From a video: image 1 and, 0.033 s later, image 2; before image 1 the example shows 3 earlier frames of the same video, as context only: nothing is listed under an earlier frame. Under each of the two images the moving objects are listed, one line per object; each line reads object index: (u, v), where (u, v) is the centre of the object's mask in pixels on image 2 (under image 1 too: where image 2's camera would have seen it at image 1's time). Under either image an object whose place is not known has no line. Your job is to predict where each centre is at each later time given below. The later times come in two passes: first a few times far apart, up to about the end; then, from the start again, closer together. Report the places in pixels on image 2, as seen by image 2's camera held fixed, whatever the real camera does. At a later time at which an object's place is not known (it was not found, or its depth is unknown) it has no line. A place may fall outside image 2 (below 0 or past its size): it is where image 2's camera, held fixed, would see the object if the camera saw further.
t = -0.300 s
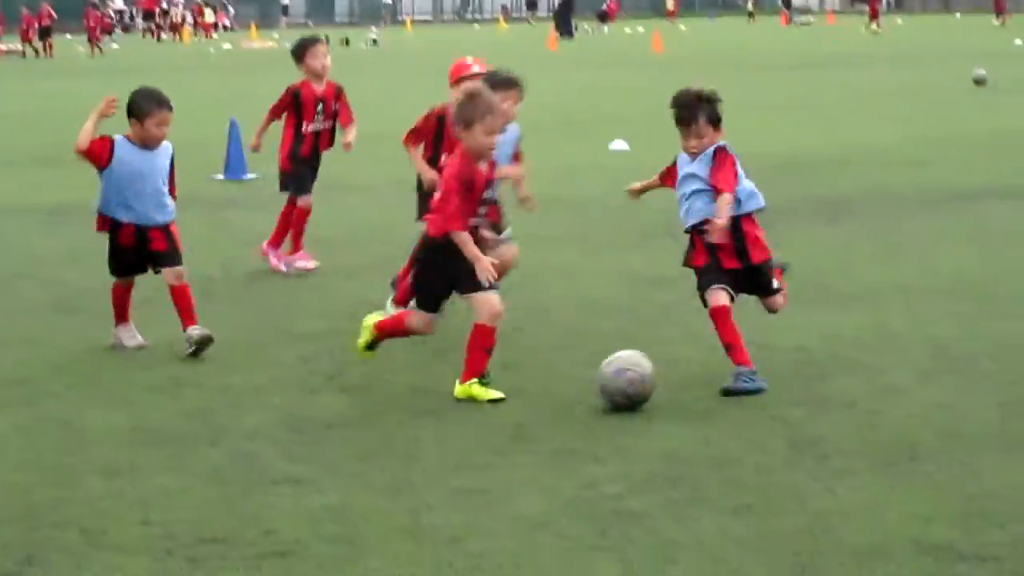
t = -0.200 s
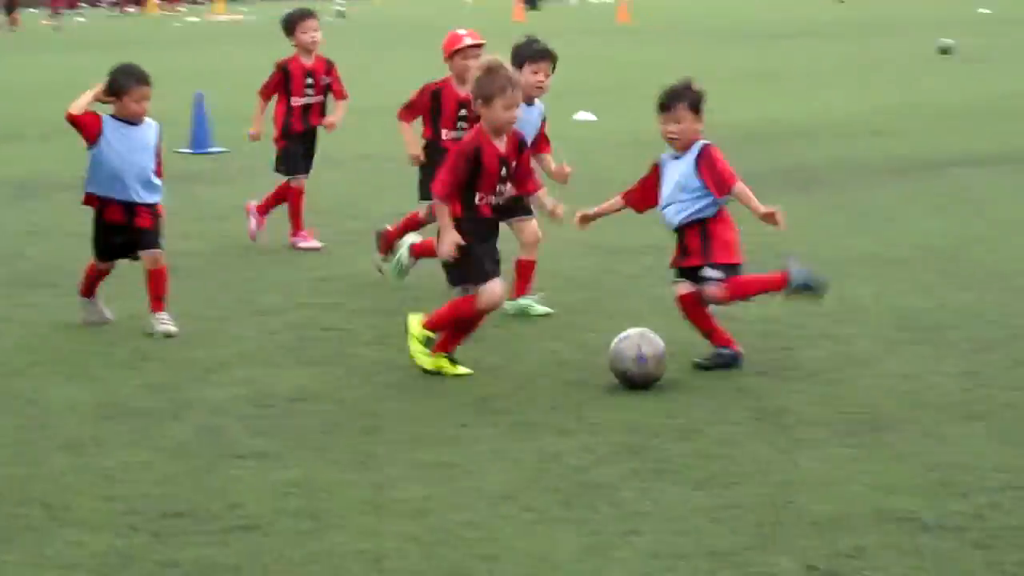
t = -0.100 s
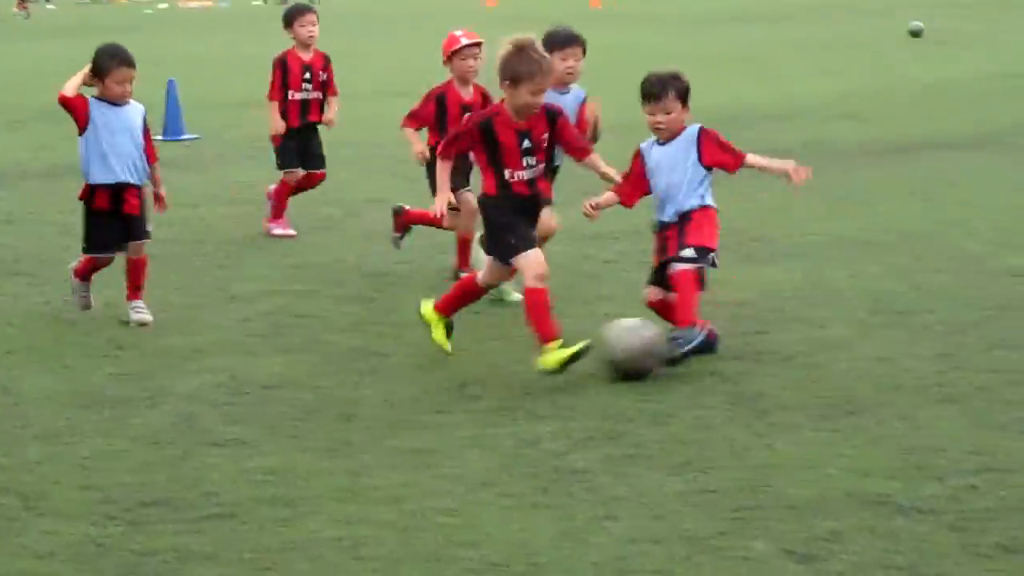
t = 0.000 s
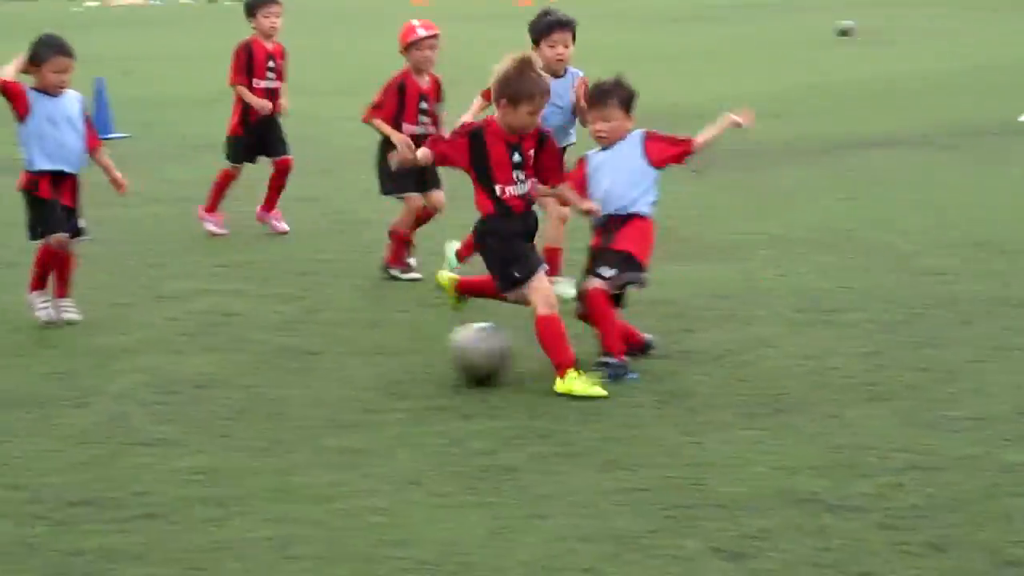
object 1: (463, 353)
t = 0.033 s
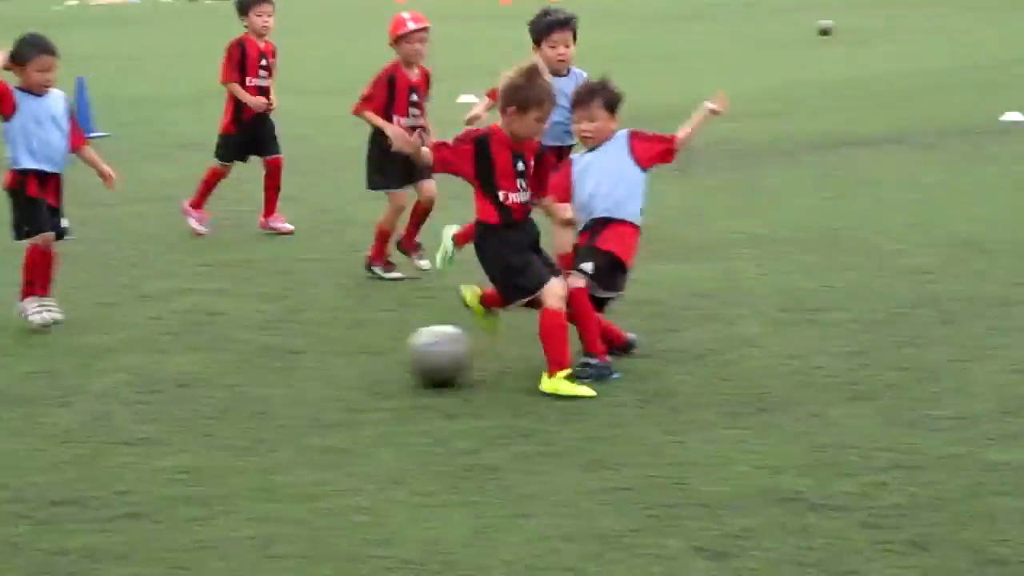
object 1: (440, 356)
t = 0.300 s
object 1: (310, 373)
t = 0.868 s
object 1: (135, 411)
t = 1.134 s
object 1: (70, 428)
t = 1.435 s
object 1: (-47, 446)
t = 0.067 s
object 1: (420, 356)
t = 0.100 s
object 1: (399, 358)
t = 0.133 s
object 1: (379, 363)
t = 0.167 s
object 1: (365, 363)
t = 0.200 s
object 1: (349, 366)
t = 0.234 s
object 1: (334, 369)
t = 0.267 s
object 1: (321, 371)
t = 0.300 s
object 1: (310, 373)
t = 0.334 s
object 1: (301, 375)
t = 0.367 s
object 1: (289, 378)
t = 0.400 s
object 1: (278, 381)
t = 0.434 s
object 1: (267, 383)
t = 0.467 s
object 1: (256, 385)
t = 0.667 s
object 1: (196, 397)
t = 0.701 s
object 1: (184, 400)
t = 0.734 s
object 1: (174, 402)
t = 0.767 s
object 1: (164, 404)
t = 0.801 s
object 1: (153, 406)
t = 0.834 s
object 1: (143, 408)
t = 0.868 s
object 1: (135, 411)
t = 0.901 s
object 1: (124, 413)
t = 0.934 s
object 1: (113, 415)
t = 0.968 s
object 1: (104, 418)
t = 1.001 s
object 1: (95, 419)
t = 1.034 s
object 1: (88, 421)
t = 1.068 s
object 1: (83, 423)
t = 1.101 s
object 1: (78, 426)
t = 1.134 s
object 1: (70, 428)
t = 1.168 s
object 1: (60, 430)
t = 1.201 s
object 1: (46, 432)
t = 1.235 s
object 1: (32, 433)
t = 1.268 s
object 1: (19, 436)
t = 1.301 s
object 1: (6, 438)
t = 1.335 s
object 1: (-6, 441)
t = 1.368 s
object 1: (-20, 443)
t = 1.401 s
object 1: (-35, 444)
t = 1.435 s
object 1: (-47, 446)
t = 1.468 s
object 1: (-59, 448)
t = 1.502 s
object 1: (-70, 451)
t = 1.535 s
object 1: (-77, 453)
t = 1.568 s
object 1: (-82, 454)
